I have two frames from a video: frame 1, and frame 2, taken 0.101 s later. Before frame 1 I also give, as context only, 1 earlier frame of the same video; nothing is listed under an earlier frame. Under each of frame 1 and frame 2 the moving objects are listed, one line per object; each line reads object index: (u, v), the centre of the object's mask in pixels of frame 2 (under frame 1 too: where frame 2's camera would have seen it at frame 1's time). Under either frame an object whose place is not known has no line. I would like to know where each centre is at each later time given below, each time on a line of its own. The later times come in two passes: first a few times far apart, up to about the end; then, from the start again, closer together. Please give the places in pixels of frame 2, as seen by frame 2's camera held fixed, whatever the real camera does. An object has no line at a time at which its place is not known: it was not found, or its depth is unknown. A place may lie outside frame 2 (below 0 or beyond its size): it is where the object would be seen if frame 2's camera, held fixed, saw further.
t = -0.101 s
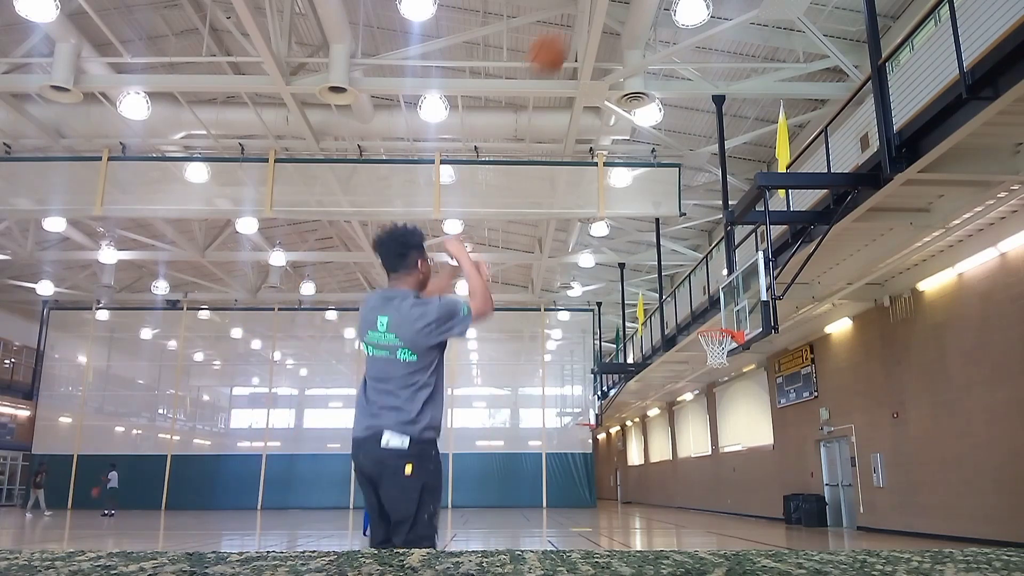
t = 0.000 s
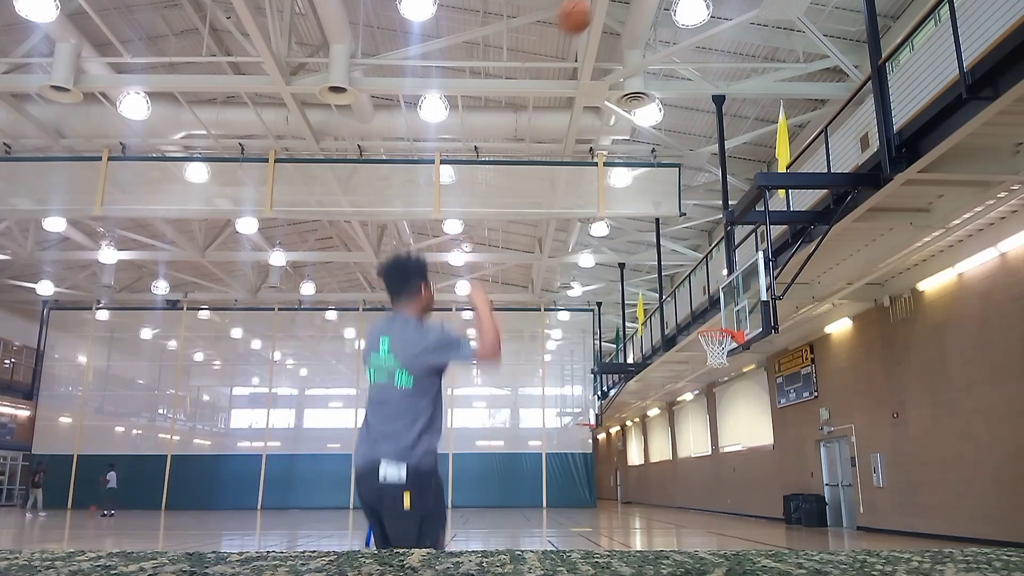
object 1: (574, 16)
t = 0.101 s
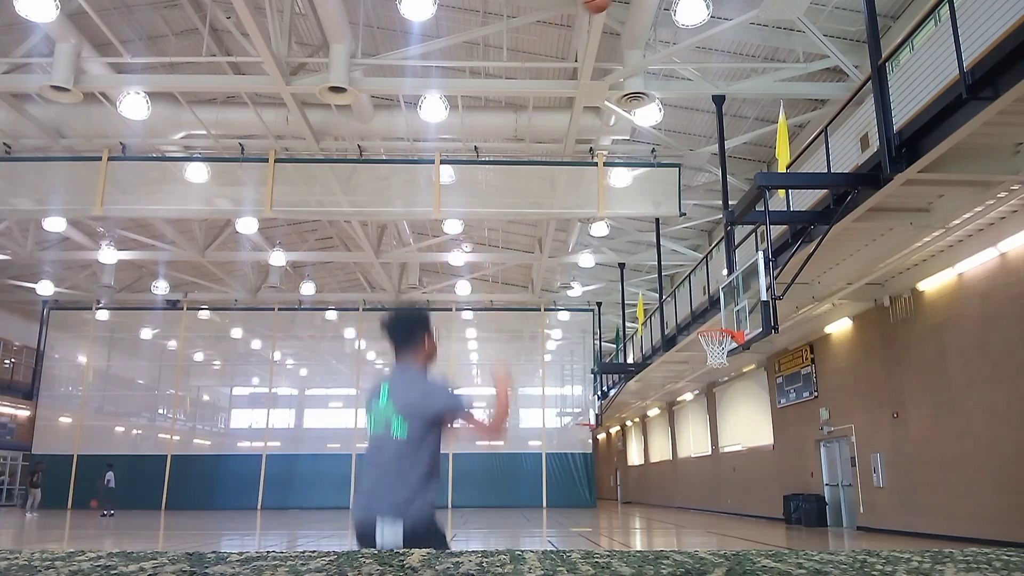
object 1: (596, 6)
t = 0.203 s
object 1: (613, 3)
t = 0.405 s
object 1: (641, 12)
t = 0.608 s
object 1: (664, 57)
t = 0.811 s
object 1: (683, 124)
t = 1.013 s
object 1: (699, 208)
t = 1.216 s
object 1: (713, 305)
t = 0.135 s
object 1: (602, 5)
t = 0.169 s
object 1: (607, 3)
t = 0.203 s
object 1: (613, 3)
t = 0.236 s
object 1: (618, 4)
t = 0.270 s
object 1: (623, 4)
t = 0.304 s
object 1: (627, 5)
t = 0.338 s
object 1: (632, 7)
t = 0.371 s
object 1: (637, 9)
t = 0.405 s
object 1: (641, 12)
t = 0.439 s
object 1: (646, 18)
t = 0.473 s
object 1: (649, 25)
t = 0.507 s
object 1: (654, 32)
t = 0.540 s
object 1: (658, 40)
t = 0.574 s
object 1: (661, 48)
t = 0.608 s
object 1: (664, 57)
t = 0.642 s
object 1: (668, 68)
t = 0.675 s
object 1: (670, 78)
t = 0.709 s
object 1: (674, 89)
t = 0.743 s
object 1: (677, 100)
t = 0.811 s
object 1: (683, 124)
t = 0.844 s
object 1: (685, 137)
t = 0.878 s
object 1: (689, 150)
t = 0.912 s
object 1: (691, 163)
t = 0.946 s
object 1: (692, 177)
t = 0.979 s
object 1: (696, 192)
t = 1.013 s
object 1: (699, 208)
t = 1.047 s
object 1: (701, 224)
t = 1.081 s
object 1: (704, 239)
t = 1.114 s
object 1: (706, 254)
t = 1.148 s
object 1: (709, 272)
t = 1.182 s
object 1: (712, 292)
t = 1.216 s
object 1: (713, 305)
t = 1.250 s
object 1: (716, 322)
